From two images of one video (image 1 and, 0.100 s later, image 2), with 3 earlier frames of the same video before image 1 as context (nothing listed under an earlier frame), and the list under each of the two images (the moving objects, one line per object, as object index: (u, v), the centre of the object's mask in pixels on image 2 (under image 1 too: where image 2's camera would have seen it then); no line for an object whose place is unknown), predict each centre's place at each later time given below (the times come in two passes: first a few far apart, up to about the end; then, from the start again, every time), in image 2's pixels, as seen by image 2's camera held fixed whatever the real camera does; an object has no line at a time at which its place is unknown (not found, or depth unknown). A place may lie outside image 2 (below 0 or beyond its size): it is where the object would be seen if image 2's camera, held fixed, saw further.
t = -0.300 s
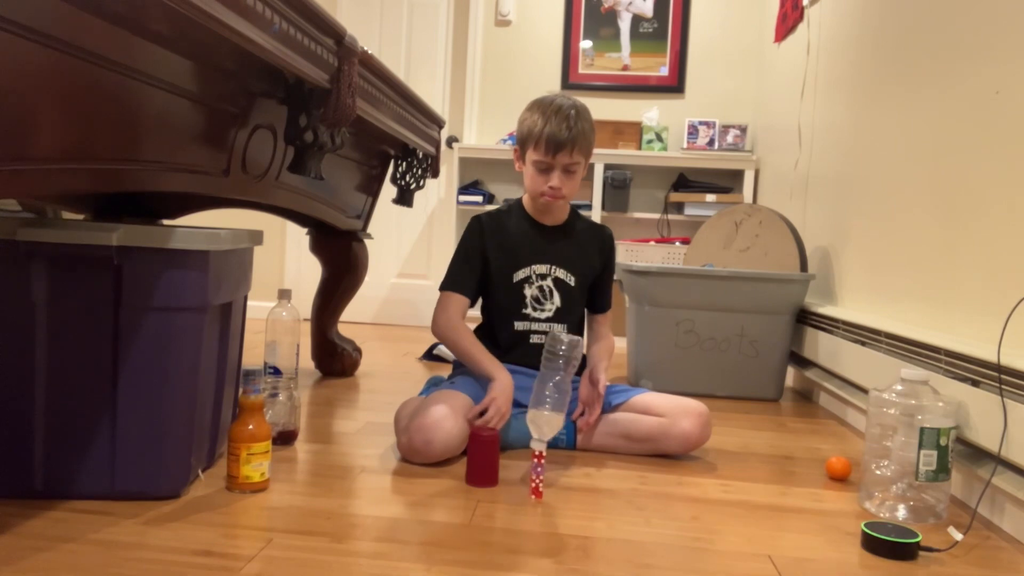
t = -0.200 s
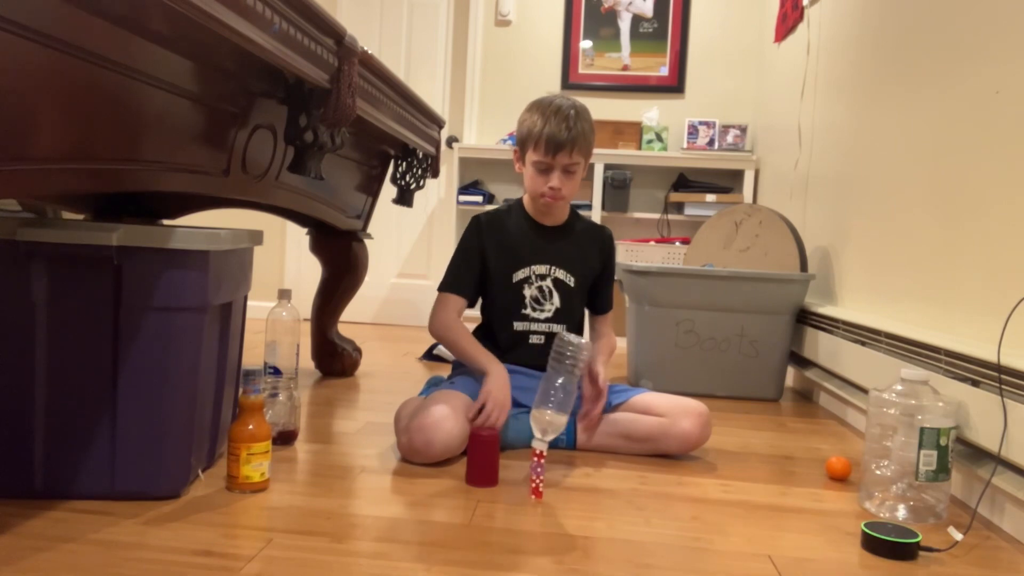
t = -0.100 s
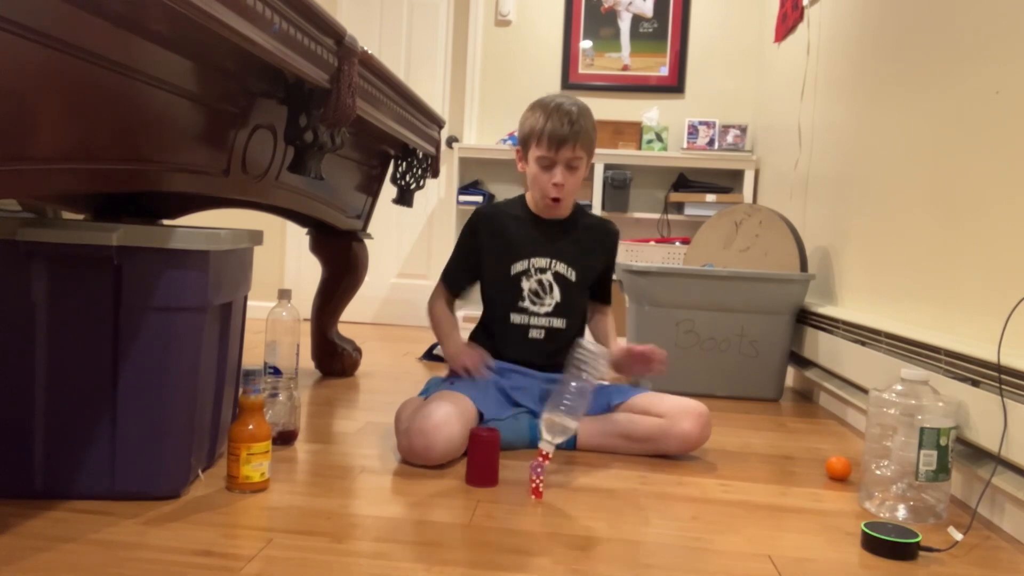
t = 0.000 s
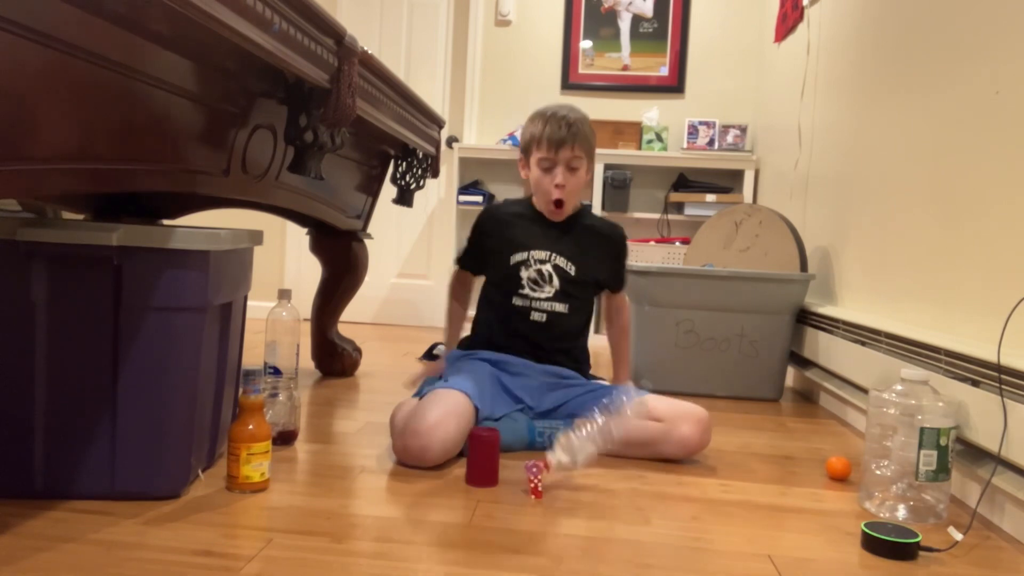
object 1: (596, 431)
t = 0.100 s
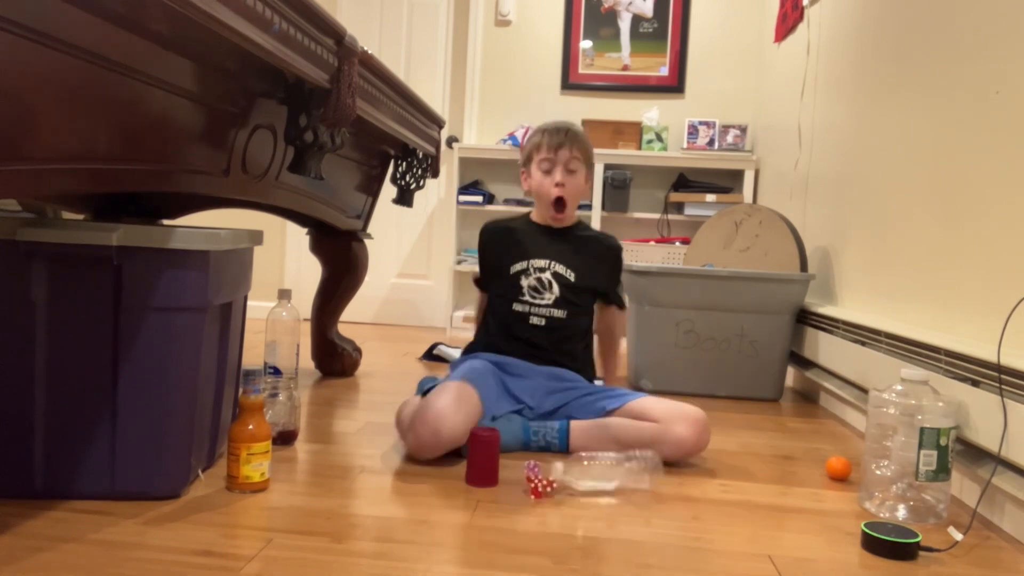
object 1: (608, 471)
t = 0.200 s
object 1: (621, 475)
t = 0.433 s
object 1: (643, 481)
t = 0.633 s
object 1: (652, 485)
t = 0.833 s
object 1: (662, 491)
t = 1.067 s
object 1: (672, 498)
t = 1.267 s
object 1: (681, 503)
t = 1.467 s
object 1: (689, 508)
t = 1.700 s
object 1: (700, 514)
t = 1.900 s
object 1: (709, 520)
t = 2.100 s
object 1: (718, 526)
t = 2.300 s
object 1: (730, 533)
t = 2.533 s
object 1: (745, 543)
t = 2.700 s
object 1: (756, 550)
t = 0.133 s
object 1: (609, 473)
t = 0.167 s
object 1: (614, 476)
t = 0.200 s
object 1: (621, 475)
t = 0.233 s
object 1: (626, 476)
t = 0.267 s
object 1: (631, 476)
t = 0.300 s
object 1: (635, 477)
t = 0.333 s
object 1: (639, 478)
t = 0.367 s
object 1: (642, 479)
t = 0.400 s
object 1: (643, 480)
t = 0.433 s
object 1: (643, 481)
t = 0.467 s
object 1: (645, 481)
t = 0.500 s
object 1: (646, 481)
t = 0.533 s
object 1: (647, 482)
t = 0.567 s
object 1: (649, 483)
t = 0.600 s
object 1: (650, 484)
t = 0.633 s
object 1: (652, 485)
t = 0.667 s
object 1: (653, 486)
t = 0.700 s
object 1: (654, 487)
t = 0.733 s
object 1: (656, 487)
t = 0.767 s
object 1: (658, 489)
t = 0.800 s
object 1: (660, 490)
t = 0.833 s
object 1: (662, 491)
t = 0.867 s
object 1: (664, 492)
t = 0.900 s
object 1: (665, 493)
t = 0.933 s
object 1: (666, 494)
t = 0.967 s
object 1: (668, 495)
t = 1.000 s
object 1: (669, 496)
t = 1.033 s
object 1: (670, 497)
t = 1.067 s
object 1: (672, 498)
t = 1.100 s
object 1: (673, 499)
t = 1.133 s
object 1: (676, 501)
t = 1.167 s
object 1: (677, 501)
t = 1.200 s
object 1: (677, 501)
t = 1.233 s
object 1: (679, 502)
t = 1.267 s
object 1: (681, 503)
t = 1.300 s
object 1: (684, 505)
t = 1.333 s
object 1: (685, 506)
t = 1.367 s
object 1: (686, 507)
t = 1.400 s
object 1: (686, 507)
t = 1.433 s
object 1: (686, 507)
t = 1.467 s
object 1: (689, 508)
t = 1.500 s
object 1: (691, 509)
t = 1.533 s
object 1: (693, 511)
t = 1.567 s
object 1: (694, 512)
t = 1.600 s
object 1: (695, 512)
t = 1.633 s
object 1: (695, 512)
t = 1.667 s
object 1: (697, 514)
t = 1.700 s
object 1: (700, 514)
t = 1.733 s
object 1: (703, 515)
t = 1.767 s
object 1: (703, 516)
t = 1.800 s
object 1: (704, 517)
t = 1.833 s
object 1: (704, 517)
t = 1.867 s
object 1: (707, 519)
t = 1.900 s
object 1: (709, 520)
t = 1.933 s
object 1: (711, 521)
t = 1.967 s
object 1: (712, 522)
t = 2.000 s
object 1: (713, 523)
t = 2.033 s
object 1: (715, 524)
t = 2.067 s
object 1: (717, 525)
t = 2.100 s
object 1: (718, 526)
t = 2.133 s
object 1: (722, 527)
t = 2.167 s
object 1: (725, 529)
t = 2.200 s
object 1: (725, 530)
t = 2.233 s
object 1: (726, 531)
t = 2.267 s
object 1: (728, 532)
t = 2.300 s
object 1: (730, 533)
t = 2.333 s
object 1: (732, 534)
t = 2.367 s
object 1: (735, 536)
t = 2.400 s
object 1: (737, 538)
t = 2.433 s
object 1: (739, 539)
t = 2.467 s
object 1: (742, 540)
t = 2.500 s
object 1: (742, 542)
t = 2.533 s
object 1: (745, 543)
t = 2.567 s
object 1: (748, 545)
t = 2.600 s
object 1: (750, 546)
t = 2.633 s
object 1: (752, 547)
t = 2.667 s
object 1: (753, 548)
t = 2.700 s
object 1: (756, 550)
